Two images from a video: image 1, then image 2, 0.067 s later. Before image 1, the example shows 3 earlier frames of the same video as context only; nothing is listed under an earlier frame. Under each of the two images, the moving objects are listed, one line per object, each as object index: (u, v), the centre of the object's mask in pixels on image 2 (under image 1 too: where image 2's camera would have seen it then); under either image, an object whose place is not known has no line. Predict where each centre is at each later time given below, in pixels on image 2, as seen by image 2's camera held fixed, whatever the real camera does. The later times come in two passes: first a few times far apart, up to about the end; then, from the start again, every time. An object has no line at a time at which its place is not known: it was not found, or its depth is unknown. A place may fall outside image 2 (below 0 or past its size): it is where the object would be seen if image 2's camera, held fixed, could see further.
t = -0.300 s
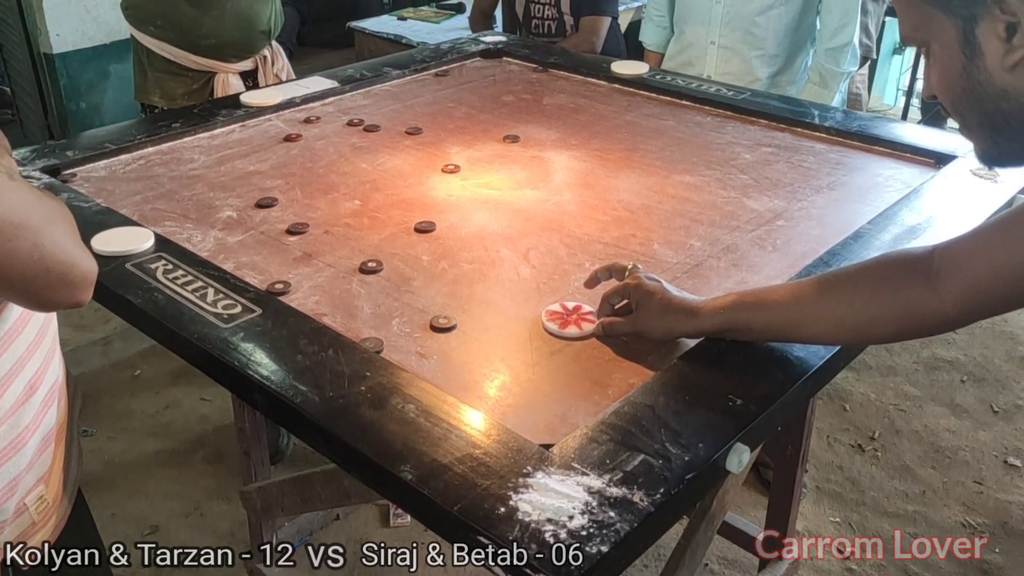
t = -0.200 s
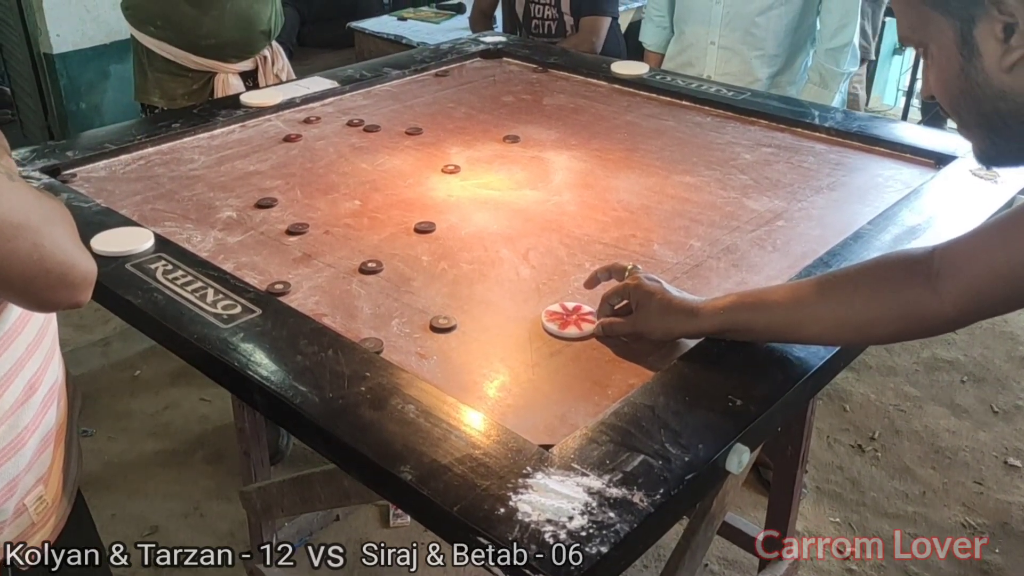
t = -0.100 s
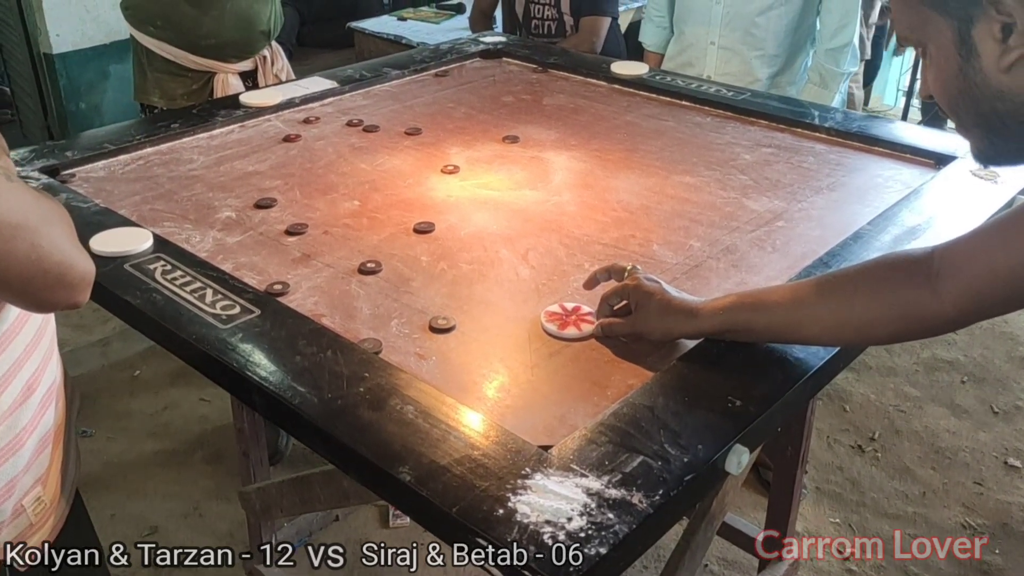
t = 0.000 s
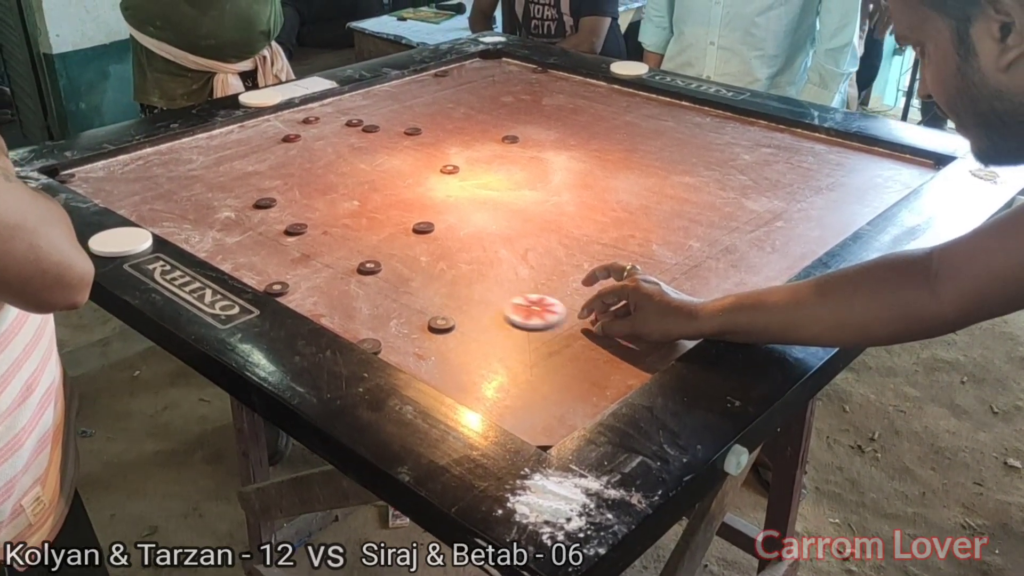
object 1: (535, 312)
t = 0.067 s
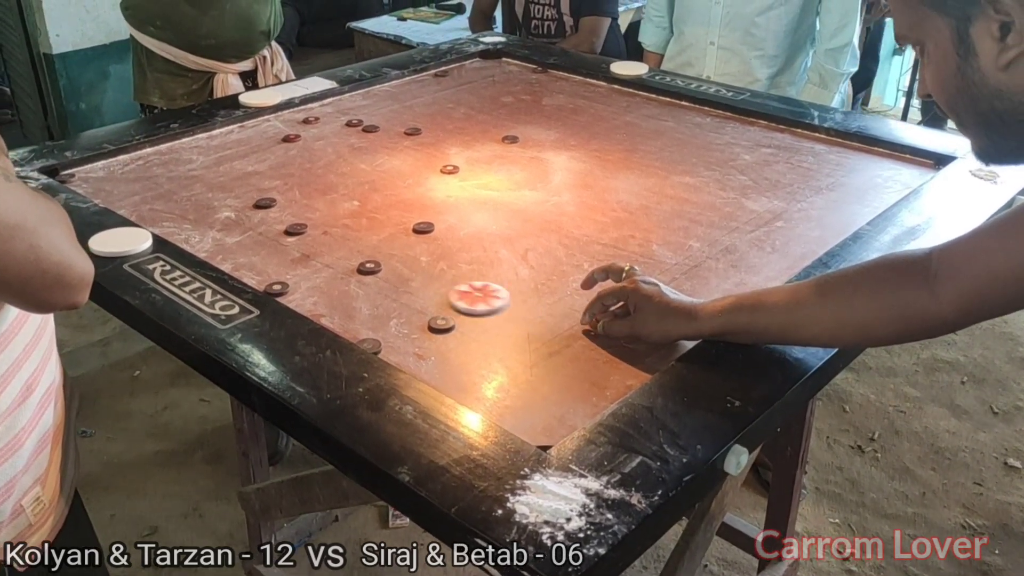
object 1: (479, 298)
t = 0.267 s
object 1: (355, 270)
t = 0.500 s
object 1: (281, 255)
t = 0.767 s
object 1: (265, 253)
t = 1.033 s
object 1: (265, 253)
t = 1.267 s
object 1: (264, 253)
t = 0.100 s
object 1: (453, 292)
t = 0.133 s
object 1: (429, 286)
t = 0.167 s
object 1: (406, 280)
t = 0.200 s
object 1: (387, 276)
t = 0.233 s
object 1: (370, 272)
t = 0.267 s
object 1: (355, 270)
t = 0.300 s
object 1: (341, 267)
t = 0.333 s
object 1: (328, 264)
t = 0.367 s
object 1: (316, 262)
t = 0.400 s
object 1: (305, 260)
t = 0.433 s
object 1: (296, 259)
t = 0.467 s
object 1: (287, 257)
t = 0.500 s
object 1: (281, 255)
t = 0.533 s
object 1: (275, 254)
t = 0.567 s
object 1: (270, 254)
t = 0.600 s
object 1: (267, 253)
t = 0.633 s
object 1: (265, 253)
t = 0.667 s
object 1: (265, 253)
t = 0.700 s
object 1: (265, 253)
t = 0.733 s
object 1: (265, 253)
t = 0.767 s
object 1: (265, 253)
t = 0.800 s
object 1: (265, 253)
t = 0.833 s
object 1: (265, 253)
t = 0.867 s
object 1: (264, 253)
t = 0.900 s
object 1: (265, 253)
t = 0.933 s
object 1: (265, 253)
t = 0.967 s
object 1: (265, 253)
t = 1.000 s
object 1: (264, 253)
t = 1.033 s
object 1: (265, 253)
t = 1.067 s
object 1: (264, 253)
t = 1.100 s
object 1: (265, 253)
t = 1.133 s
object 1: (264, 253)
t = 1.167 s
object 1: (264, 253)
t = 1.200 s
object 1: (264, 253)
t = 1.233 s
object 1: (265, 253)
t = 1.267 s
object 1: (264, 253)
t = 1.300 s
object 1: (265, 253)
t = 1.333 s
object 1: (264, 253)
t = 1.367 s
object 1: (264, 253)
